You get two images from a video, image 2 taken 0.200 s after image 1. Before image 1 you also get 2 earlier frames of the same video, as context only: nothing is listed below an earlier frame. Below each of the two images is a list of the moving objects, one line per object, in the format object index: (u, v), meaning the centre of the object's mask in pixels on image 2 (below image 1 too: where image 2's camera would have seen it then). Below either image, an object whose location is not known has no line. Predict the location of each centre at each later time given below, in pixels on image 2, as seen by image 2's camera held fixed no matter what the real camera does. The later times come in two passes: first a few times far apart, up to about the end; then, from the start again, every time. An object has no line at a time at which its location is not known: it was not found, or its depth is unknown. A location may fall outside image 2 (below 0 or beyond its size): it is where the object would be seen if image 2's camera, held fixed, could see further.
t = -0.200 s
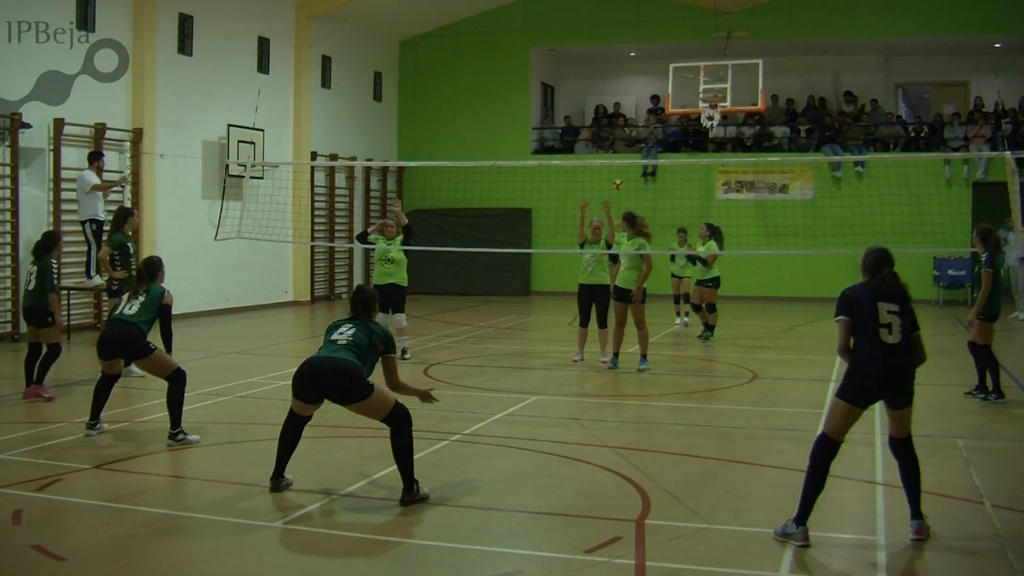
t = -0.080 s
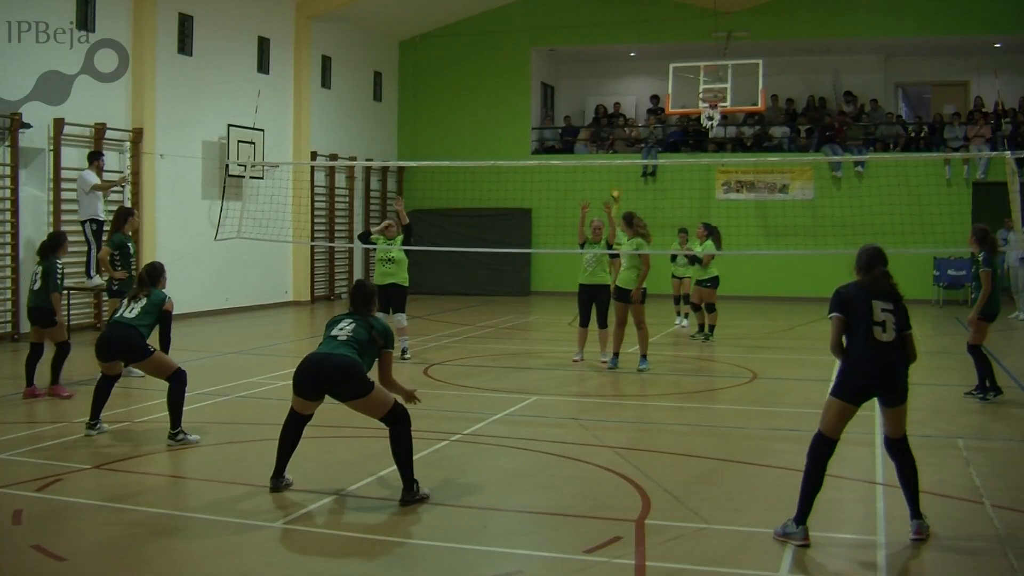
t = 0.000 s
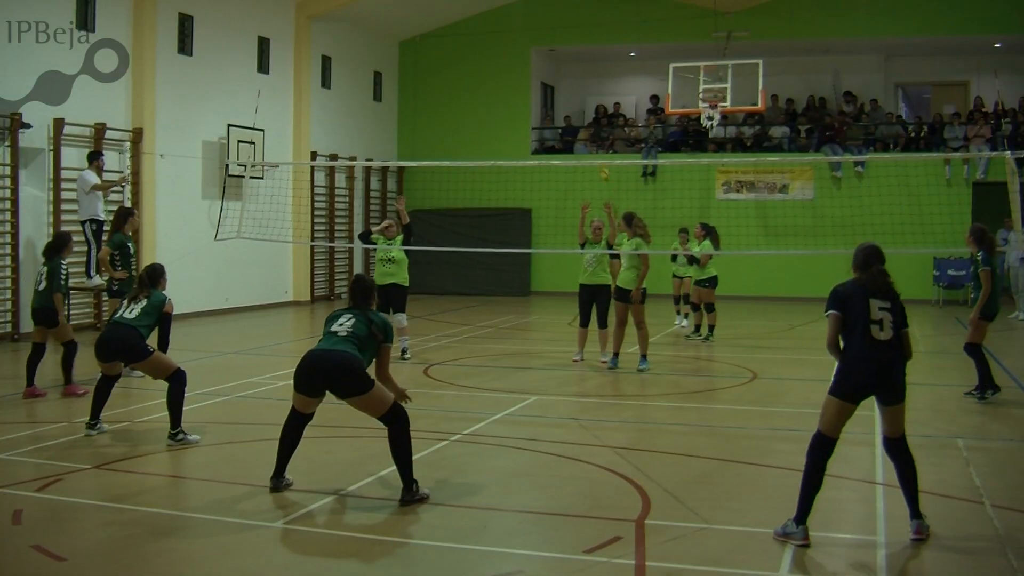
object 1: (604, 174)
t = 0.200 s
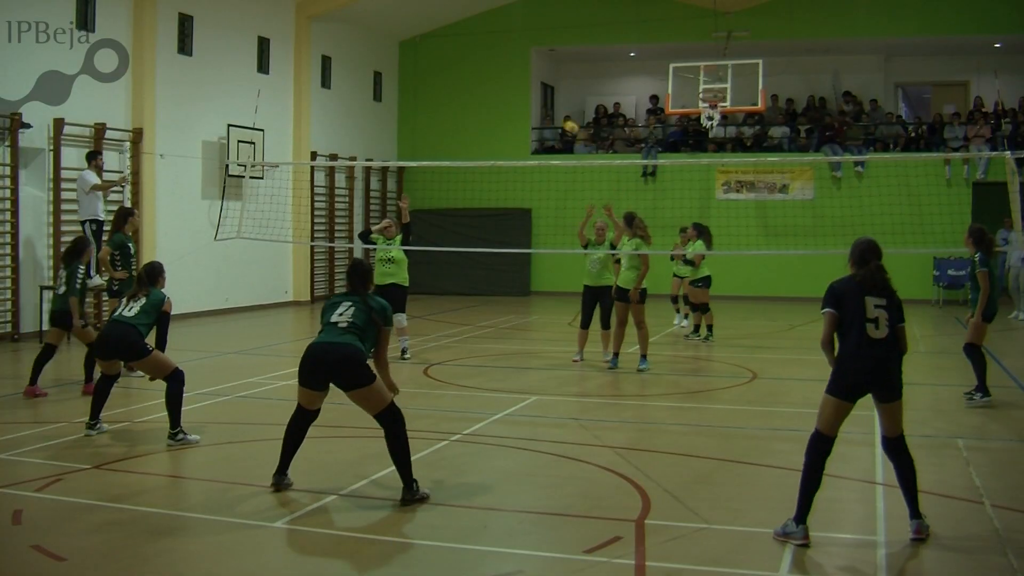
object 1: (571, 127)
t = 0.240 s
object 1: (562, 120)
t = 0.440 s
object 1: (512, 87)
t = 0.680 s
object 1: (424, 82)
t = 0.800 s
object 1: (363, 99)
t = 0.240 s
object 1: (562, 120)
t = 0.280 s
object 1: (553, 112)
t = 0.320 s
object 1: (544, 104)
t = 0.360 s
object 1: (535, 99)
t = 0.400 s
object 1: (524, 93)
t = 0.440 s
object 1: (512, 87)
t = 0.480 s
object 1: (500, 84)
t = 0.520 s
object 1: (488, 82)
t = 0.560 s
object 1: (474, 79)
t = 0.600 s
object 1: (459, 79)
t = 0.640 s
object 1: (443, 79)
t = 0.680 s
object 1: (424, 82)
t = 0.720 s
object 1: (407, 86)
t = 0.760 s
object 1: (385, 91)
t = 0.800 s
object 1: (363, 99)
